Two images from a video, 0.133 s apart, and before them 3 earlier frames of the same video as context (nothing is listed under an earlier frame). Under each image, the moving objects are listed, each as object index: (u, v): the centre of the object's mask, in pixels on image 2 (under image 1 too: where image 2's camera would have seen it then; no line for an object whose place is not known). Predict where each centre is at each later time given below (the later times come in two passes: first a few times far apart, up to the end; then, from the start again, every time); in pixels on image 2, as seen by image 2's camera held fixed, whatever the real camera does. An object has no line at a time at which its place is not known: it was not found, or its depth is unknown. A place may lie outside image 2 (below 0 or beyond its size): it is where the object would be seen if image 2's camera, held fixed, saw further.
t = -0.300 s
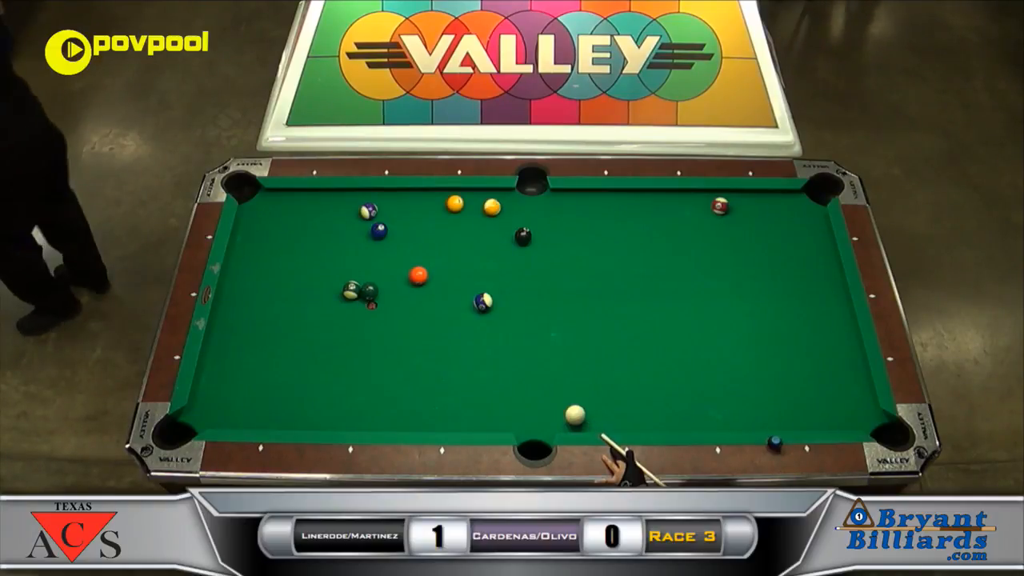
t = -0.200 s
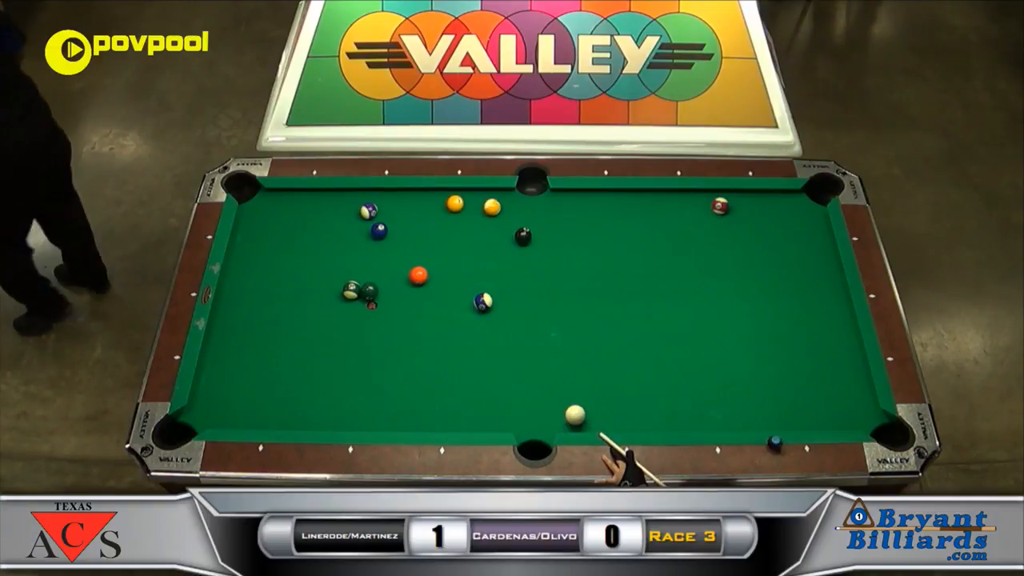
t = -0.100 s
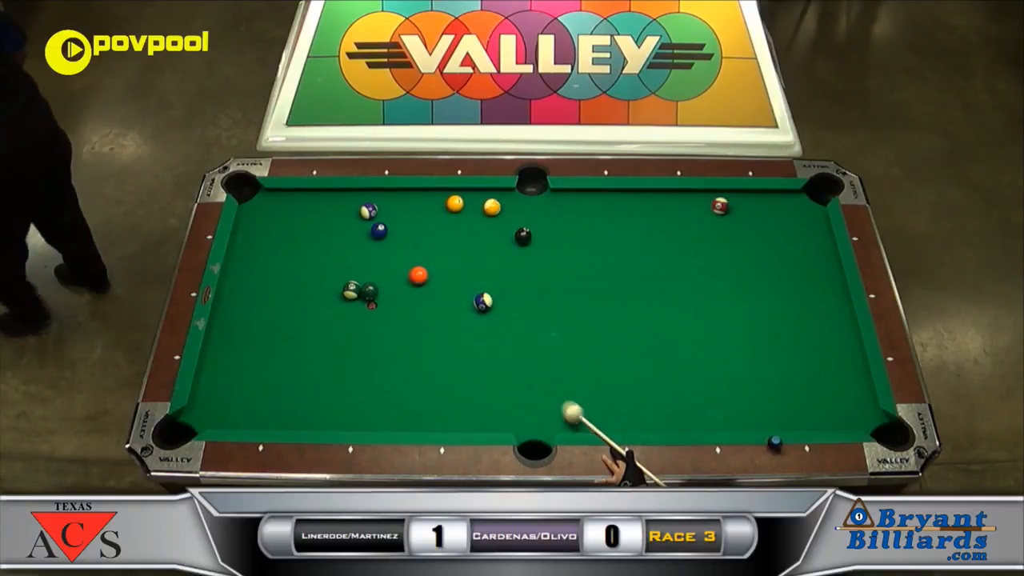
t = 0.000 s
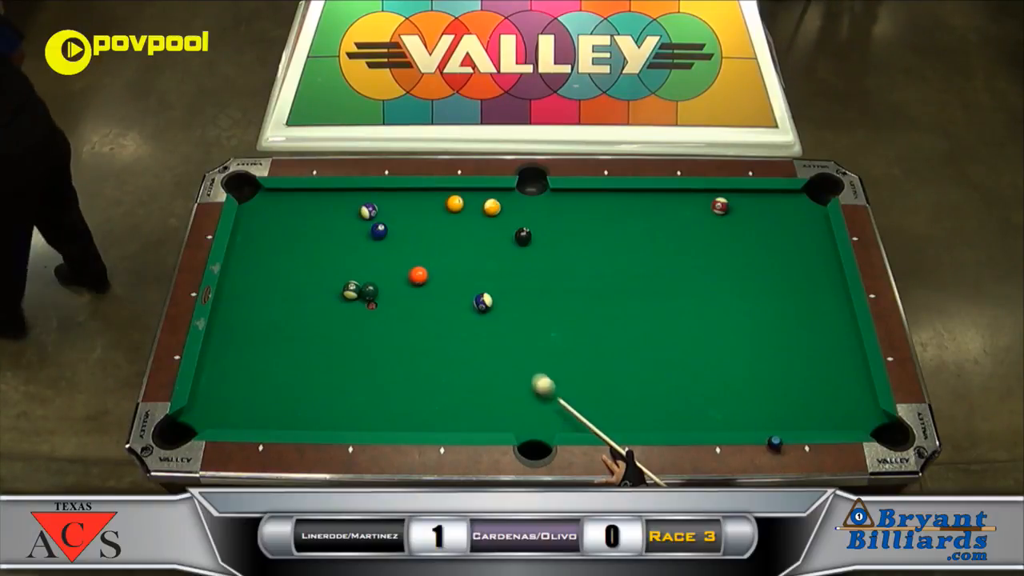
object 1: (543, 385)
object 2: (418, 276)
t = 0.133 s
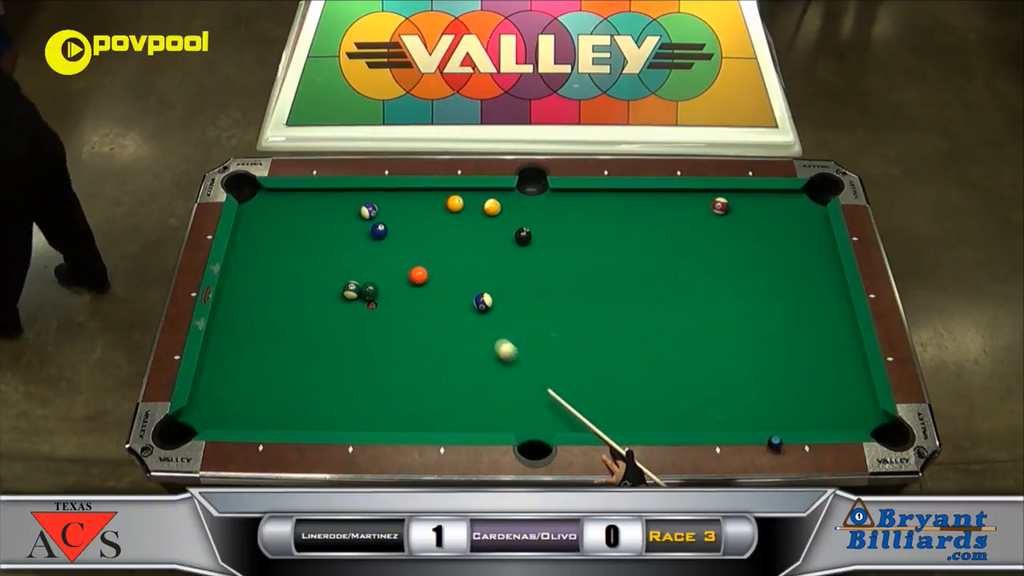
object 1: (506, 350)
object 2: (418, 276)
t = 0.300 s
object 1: (462, 310)
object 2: (418, 276)
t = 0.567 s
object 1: (436, 269)
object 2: (384, 258)
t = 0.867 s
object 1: (433, 241)
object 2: (334, 232)
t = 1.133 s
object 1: (430, 218)
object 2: (294, 210)
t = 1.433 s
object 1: (428, 195)
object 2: (254, 196)
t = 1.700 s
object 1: (426, 204)
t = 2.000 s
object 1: (423, 215)
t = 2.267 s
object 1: (422, 224)
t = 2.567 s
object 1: (420, 233)
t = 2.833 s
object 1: (419, 239)
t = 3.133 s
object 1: (419, 245)
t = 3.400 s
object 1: (419, 249)
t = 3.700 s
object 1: (419, 251)
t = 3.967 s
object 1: (419, 251)
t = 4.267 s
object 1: (419, 251)
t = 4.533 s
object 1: (419, 251)
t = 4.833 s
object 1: (419, 251)
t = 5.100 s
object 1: (419, 251)
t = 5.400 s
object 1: (419, 251)
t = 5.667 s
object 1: (419, 251)
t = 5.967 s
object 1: (419, 251)
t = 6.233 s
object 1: (419, 251)
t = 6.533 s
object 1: (419, 251)
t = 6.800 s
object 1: (419, 251)
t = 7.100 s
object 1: (419, 251)
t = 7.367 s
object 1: (419, 251)
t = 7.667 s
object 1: (419, 251)
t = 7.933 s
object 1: (419, 251)
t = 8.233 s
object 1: (419, 252)
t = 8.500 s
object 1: (419, 252)
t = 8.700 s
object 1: (419, 252)
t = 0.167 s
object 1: (497, 342)
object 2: (418, 276)
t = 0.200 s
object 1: (488, 334)
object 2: (418, 276)
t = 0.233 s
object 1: (479, 326)
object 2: (418, 276)
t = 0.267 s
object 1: (470, 318)
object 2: (418, 276)
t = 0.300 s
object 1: (462, 310)
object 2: (418, 276)
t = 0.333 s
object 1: (453, 302)
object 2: (418, 276)
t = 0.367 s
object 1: (446, 294)
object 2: (418, 276)
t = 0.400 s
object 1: (438, 287)
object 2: (418, 276)
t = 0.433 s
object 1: (434, 281)
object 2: (413, 273)
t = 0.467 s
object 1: (435, 279)
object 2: (405, 269)
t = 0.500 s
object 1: (436, 276)
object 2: (397, 265)
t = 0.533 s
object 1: (436, 273)
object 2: (390, 261)
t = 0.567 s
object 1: (436, 269)
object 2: (384, 258)
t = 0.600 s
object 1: (435, 266)
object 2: (378, 255)
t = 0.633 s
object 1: (435, 263)
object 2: (372, 252)
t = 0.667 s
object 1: (435, 259)
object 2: (367, 249)
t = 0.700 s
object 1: (434, 256)
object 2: (361, 246)
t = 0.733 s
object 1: (434, 253)
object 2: (355, 243)
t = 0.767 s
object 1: (434, 250)
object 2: (350, 240)
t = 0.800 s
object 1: (433, 247)
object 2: (345, 237)
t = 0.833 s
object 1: (433, 244)
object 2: (339, 234)
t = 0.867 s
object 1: (433, 241)
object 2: (334, 232)
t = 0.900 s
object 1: (432, 238)
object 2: (329, 229)
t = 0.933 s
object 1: (432, 235)
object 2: (324, 226)
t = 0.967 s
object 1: (432, 232)
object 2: (318, 224)
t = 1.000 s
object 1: (432, 229)
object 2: (314, 221)
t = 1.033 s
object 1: (431, 226)
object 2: (309, 218)
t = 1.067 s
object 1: (431, 223)
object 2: (304, 216)
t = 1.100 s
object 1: (431, 221)
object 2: (299, 213)
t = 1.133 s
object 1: (430, 218)
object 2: (294, 210)
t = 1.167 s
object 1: (430, 215)
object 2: (289, 208)
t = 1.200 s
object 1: (430, 213)
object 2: (285, 205)
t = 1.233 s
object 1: (430, 210)
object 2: (280, 203)
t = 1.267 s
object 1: (429, 207)
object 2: (275, 201)
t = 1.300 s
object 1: (429, 205)
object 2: (271, 198)
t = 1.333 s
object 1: (429, 202)
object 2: (267, 196)
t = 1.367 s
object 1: (429, 200)
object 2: (263, 195)
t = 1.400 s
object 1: (428, 198)
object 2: (258, 196)
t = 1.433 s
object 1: (428, 195)
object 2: (254, 196)
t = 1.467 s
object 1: (428, 194)
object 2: (250, 197)
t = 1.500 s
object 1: (428, 196)
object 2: (246, 197)
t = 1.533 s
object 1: (427, 197)
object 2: (242, 198)
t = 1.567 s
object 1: (427, 198)
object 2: (241, 197)
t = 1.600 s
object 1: (427, 200)
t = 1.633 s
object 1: (426, 201)
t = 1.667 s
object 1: (426, 203)
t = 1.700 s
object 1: (426, 204)
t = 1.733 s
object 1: (425, 205)
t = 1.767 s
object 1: (425, 207)
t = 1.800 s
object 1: (425, 208)
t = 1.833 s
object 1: (425, 209)
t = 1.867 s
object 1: (424, 211)
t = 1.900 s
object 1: (424, 212)
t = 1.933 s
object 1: (424, 213)
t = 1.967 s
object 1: (424, 214)
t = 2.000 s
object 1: (423, 215)
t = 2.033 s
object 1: (423, 217)
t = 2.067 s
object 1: (423, 218)
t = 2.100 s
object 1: (423, 219)
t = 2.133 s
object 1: (423, 220)
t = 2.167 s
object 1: (422, 221)
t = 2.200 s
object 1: (422, 222)
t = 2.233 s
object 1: (422, 223)
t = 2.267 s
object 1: (422, 224)
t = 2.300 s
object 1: (421, 225)
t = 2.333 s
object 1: (421, 226)
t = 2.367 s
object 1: (421, 227)
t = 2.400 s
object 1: (421, 228)
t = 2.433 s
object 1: (421, 229)
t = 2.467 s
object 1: (420, 230)
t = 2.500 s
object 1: (420, 231)
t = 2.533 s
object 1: (420, 232)
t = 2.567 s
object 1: (420, 233)
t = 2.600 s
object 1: (420, 234)
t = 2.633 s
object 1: (420, 235)
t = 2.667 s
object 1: (420, 236)
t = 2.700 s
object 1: (420, 236)
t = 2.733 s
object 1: (420, 237)
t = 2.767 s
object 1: (419, 238)
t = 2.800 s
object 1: (419, 239)
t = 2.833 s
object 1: (419, 239)
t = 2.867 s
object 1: (419, 240)
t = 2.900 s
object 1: (419, 241)
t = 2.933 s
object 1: (419, 241)
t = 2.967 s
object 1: (419, 242)
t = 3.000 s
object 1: (419, 243)
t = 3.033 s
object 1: (419, 243)
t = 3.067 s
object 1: (419, 244)
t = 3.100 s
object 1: (419, 244)
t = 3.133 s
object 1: (419, 245)
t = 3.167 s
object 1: (419, 246)
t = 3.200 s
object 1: (419, 246)
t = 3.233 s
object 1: (419, 246)
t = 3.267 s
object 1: (419, 247)
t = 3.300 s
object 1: (419, 247)
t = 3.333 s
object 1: (419, 248)
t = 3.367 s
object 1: (419, 248)
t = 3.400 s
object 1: (419, 249)
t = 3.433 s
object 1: (419, 249)
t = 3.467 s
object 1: (419, 249)
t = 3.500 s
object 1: (419, 249)
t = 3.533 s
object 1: (419, 250)
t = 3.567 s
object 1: (419, 250)
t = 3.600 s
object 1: (419, 250)
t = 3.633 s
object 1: (419, 250)
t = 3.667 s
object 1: (419, 251)
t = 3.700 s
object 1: (419, 251)
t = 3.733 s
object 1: (419, 251)
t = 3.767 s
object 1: (419, 251)
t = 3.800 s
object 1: (419, 251)
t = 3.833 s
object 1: (419, 251)
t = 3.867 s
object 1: (419, 251)
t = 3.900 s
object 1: (419, 251)
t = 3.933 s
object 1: (419, 251)
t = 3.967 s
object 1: (419, 251)
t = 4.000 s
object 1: (419, 251)
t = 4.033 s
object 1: (419, 252)
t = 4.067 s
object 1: (419, 252)
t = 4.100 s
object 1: (419, 252)
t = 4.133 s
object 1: (419, 252)
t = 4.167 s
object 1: (419, 252)
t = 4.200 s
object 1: (419, 252)
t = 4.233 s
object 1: (419, 251)
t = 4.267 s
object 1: (419, 251)
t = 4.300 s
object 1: (419, 251)
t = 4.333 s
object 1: (419, 251)
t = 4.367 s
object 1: (419, 251)
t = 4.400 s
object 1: (419, 251)
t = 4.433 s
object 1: (419, 251)
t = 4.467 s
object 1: (419, 251)
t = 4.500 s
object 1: (419, 251)
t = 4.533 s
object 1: (419, 251)
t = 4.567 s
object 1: (419, 251)
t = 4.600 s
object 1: (419, 251)
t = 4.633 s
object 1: (419, 251)
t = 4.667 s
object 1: (419, 251)
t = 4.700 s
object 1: (419, 251)
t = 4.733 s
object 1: (419, 251)
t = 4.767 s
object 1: (419, 251)
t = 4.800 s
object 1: (419, 251)
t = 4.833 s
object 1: (419, 251)
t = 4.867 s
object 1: (419, 251)
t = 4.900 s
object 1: (419, 251)
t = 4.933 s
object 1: (419, 251)
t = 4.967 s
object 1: (419, 251)
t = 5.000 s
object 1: (419, 251)
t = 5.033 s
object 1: (419, 251)
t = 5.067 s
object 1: (419, 251)
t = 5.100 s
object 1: (419, 251)
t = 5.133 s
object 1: (419, 251)
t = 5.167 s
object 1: (419, 251)
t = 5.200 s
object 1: (419, 251)
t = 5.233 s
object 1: (419, 251)
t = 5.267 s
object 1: (419, 251)
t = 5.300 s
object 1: (419, 251)
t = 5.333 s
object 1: (419, 251)
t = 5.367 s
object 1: (419, 251)
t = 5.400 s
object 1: (419, 251)
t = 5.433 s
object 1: (419, 251)
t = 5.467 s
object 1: (419, 251)
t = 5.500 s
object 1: (419, 251)
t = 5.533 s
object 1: (419, 251)
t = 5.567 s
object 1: (419, 251)
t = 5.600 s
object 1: (419, 251)
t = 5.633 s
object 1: (419, 251)
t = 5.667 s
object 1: (419, 251)
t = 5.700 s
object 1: (419, 251)
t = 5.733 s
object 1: (419, 251)
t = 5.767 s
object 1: (419, 251)
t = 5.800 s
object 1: (419, 251)
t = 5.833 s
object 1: (419, 251)
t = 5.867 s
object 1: (419, 251)
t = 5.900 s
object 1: (419, 251)
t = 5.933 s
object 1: (419, 251)
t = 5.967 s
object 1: (419, 251)
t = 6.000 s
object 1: (419, 251)
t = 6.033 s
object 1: (419, 251)
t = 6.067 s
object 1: (419, 251)
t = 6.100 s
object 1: (419, 251)
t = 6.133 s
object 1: (419, 251)
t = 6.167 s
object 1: (419, 251)
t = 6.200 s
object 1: (419, 251)
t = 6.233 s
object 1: (419, 251)
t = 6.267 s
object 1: (419, 251)
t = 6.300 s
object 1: (419, 251)
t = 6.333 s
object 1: (419, 251)
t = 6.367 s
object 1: (419, 251)
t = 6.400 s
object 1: (419, 251)
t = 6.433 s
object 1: (419, 251)
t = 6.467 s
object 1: (419, 251)
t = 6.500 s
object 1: (419, 251)
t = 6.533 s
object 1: (419, 251)
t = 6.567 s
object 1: (419, 251)
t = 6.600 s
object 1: (419, 251)
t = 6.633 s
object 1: (419, 251)
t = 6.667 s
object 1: (419, 251)
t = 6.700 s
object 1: (419, 251)
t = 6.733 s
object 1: (419, 251)
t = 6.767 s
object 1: (419, 251)
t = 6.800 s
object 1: (419, 251)
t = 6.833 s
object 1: (419, 251)
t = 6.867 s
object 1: (419, 251)
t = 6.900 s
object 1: (419, 251)
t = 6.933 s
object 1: (419, 251)
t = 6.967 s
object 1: (419, 251)
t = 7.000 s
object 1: (419, 251)
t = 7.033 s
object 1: (419, 251)
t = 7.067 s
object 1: (419, 251)
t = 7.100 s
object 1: (419, 251)
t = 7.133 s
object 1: (419, 251)
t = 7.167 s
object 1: (419, 251)
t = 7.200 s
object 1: (419, 251)
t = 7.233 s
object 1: (419, 251)
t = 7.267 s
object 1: (419, 251)
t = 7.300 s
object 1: (419, 251)
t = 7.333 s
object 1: (419, 251)
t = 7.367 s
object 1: (419, 251)
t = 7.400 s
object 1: (419, 251)
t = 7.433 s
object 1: (419, 251)
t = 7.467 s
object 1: (419, 251)
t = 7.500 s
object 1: (419, 251)
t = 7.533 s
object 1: (419, 251)
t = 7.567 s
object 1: (419, 251)
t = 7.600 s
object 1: (419, 251)
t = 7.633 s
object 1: (419, 251)
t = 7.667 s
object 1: (419, 251)
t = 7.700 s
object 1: (419, 251)
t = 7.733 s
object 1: (419, 251)
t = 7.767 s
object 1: (419, 251)
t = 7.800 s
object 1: (419, 251)
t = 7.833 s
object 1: (419, 251)
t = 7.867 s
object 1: (419, 251)
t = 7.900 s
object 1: (419, 251)
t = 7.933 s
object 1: (419, 251)
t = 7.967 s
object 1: (419, 251)
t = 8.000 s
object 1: (419, 252)
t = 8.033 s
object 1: (419, 252)
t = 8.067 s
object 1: (419, 252)
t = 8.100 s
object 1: (419, 252)
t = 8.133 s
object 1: (419, 252)
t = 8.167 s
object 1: (419, 251)
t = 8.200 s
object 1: (419, 252)
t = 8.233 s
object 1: (419, 252)
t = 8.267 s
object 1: (419, 252)
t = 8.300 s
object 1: (419, 252)
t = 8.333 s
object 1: (419, 252)
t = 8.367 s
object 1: (419, 252)
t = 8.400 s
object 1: (419, 252)
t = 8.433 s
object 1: (419, 252)
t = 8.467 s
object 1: (419, 252)
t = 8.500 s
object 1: (419, 252)
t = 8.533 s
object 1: (419, 252)
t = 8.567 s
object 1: (419, 252)
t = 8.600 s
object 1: (419, 252)
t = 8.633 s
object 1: (419, 252)
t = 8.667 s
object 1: (419, 252)
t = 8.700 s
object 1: (419, 252)
